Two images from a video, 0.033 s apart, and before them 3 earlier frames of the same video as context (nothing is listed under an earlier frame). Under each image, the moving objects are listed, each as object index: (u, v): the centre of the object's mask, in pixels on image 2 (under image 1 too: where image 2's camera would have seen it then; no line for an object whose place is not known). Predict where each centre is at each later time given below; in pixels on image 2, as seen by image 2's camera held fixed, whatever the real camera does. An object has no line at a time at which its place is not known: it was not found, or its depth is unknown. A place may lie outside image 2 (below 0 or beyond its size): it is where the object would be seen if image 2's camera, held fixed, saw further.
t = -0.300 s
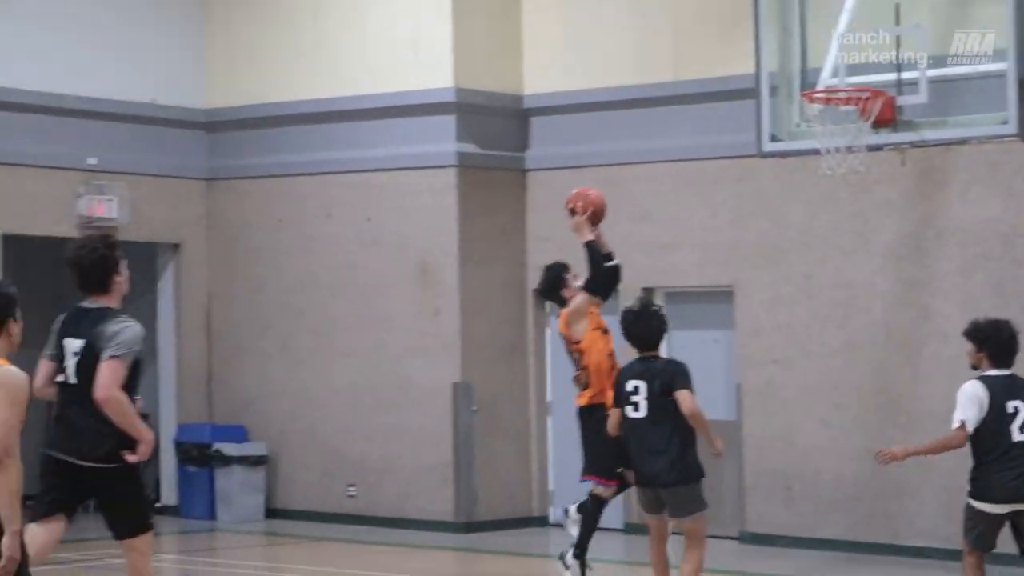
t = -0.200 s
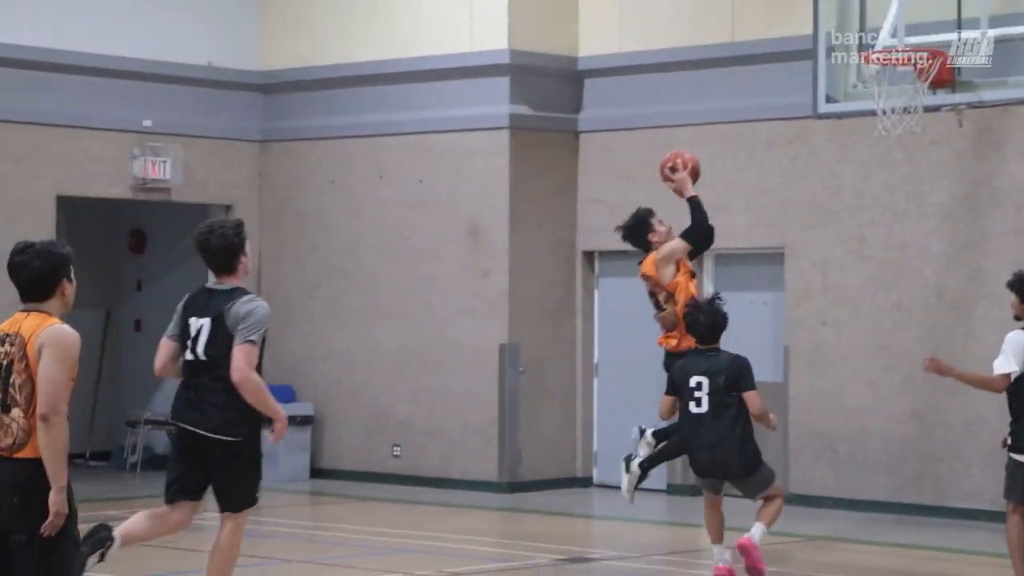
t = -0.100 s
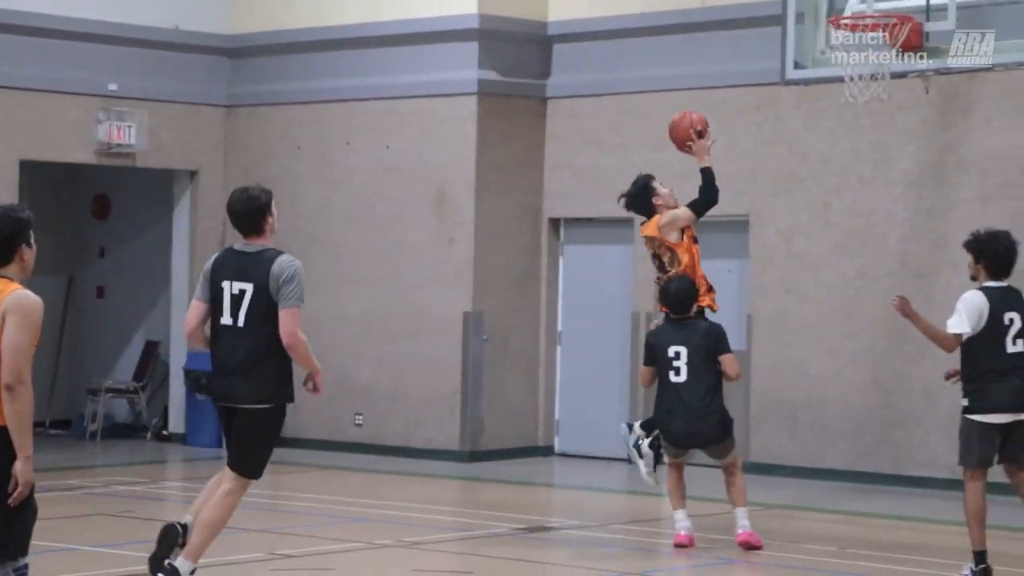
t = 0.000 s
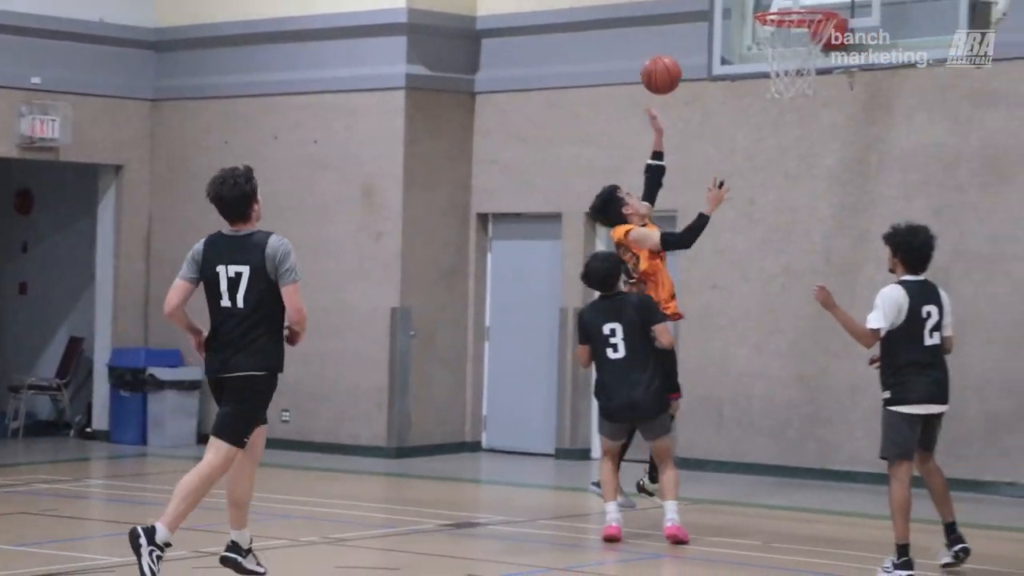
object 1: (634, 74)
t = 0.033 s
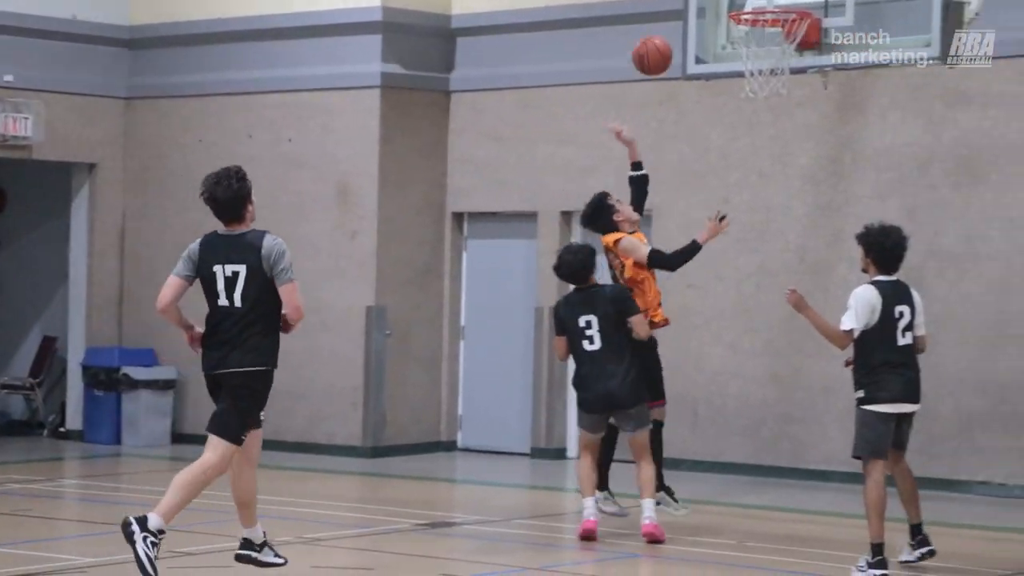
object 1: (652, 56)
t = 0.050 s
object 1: (661, 47)
